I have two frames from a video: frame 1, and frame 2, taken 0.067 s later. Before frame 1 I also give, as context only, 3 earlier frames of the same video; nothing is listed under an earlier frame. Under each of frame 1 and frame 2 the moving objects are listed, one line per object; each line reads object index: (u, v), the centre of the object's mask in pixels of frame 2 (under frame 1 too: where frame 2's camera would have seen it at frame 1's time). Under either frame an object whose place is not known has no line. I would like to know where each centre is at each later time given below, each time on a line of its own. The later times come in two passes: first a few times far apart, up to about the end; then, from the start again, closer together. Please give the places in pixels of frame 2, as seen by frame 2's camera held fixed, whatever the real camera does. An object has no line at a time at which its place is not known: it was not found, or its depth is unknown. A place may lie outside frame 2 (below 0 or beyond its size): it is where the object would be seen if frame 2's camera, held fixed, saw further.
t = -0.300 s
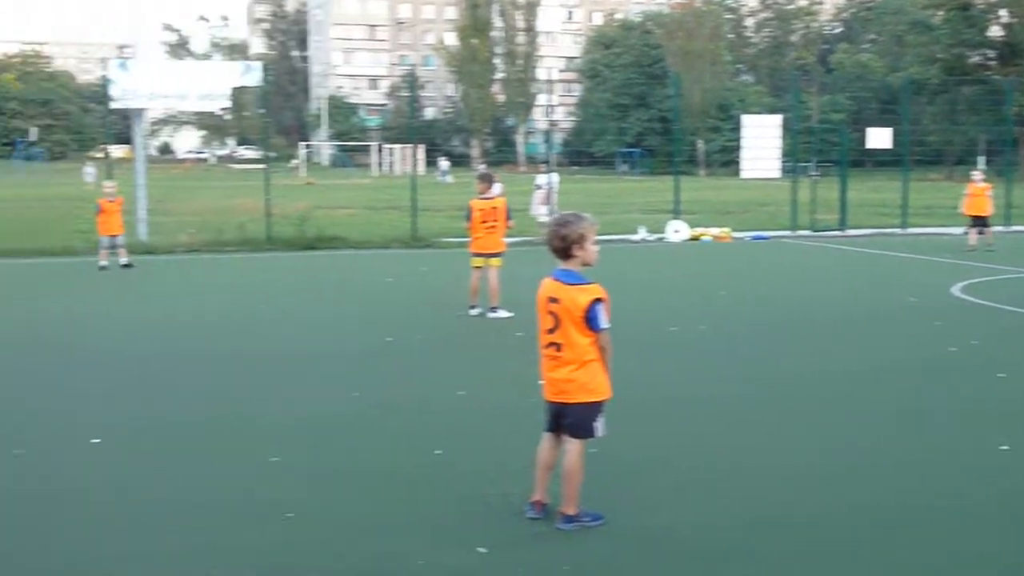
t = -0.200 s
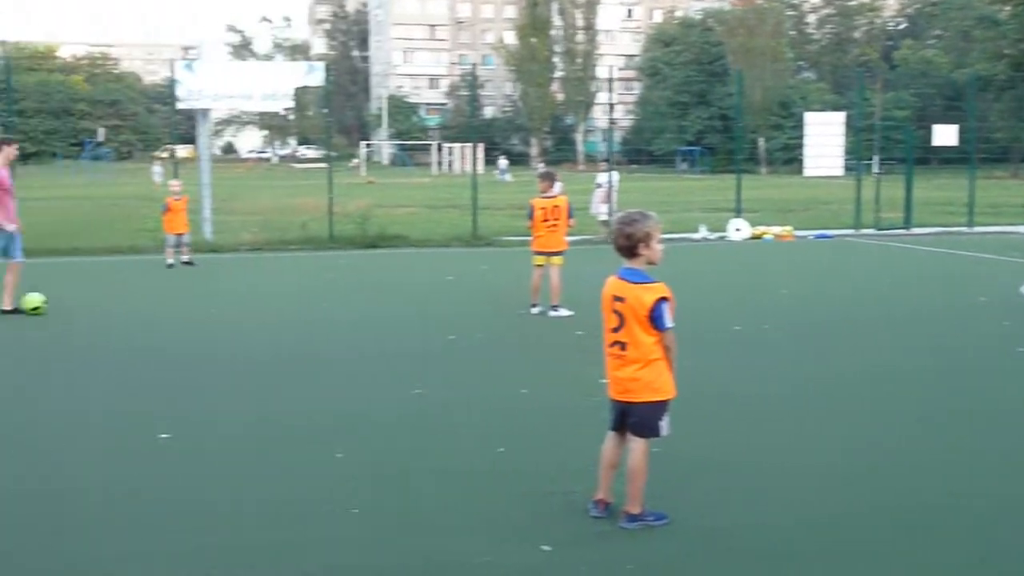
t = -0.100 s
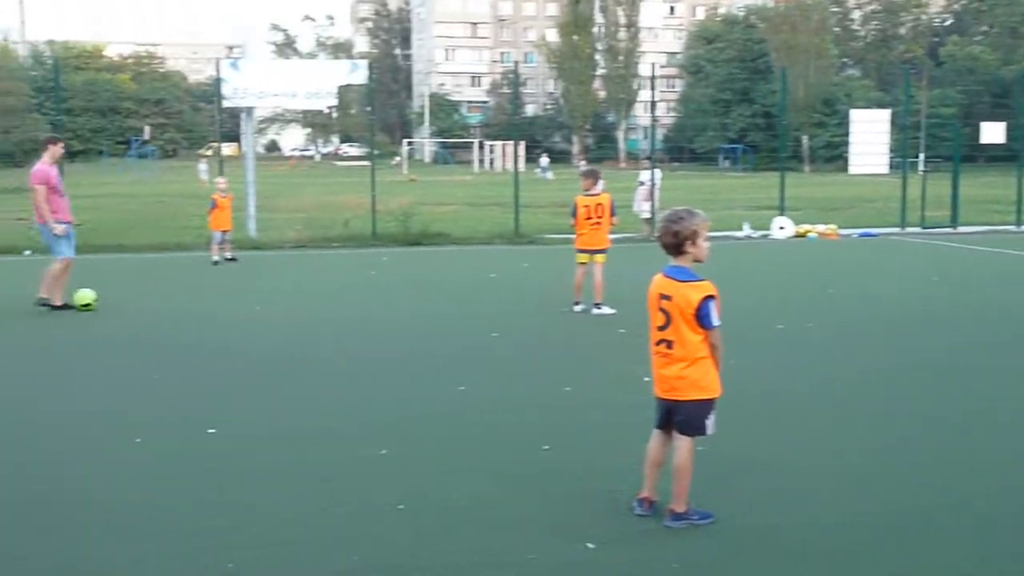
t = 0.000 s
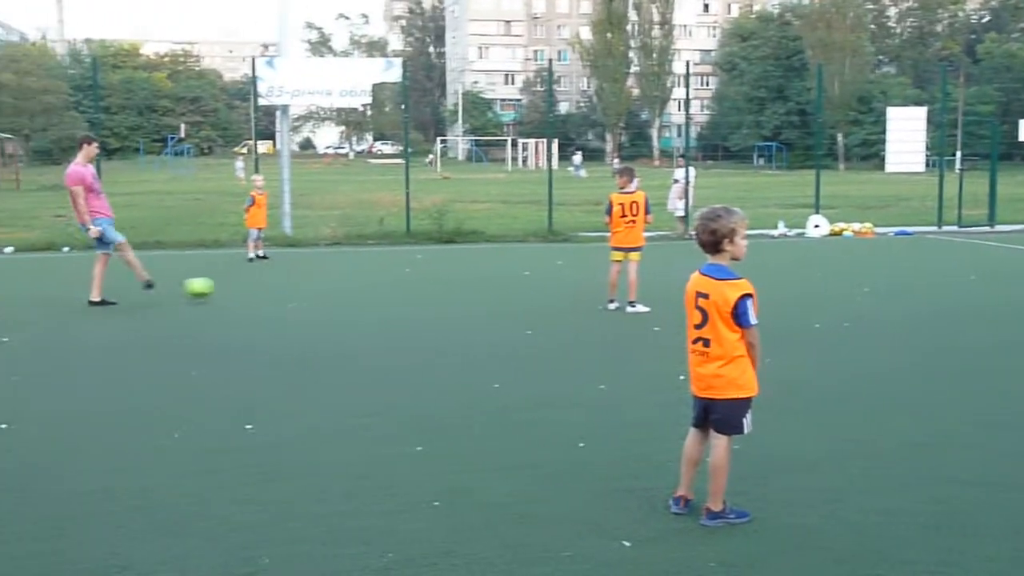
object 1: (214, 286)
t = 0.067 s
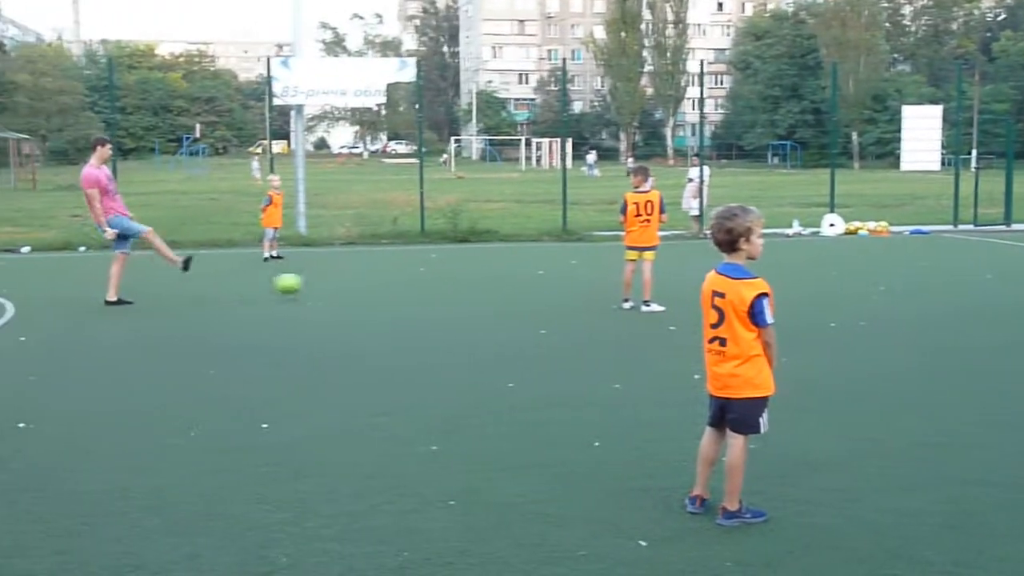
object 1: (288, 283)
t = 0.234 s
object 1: (450, 279)
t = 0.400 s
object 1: (581, 277)
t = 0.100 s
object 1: (323, 283)
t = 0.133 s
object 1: (358, 284)
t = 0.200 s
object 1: (421, 282)
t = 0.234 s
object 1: (450, 279)
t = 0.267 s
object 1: (477, 278)
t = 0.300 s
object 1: (505, 277)
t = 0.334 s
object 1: (532, 277)
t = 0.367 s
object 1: (557, 278)
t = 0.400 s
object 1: (581, 277)
